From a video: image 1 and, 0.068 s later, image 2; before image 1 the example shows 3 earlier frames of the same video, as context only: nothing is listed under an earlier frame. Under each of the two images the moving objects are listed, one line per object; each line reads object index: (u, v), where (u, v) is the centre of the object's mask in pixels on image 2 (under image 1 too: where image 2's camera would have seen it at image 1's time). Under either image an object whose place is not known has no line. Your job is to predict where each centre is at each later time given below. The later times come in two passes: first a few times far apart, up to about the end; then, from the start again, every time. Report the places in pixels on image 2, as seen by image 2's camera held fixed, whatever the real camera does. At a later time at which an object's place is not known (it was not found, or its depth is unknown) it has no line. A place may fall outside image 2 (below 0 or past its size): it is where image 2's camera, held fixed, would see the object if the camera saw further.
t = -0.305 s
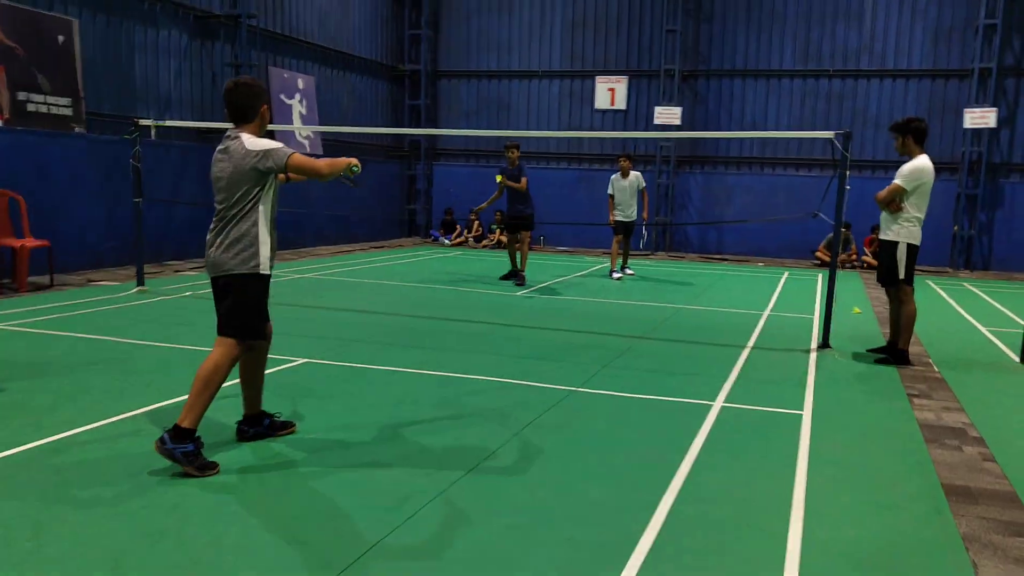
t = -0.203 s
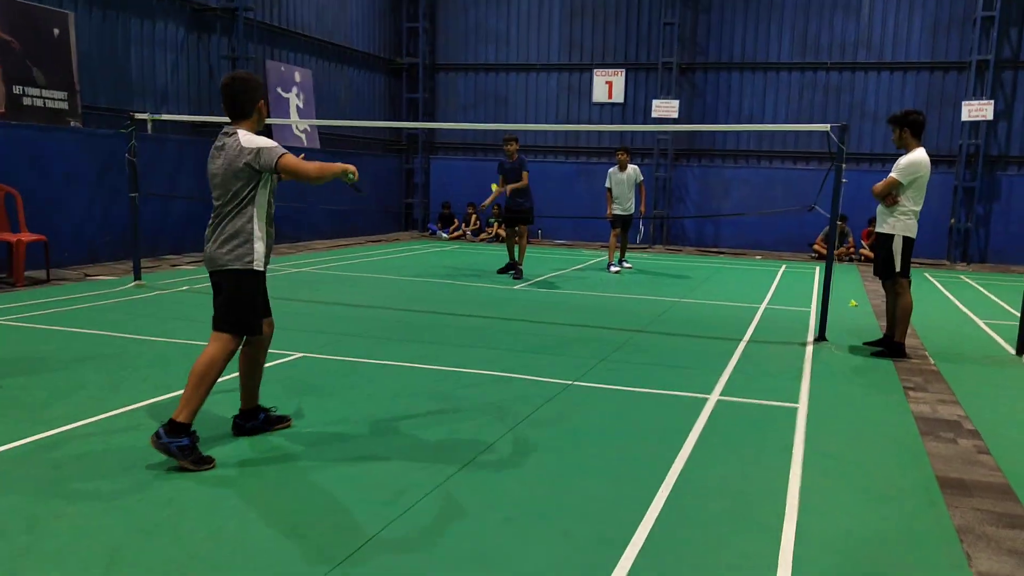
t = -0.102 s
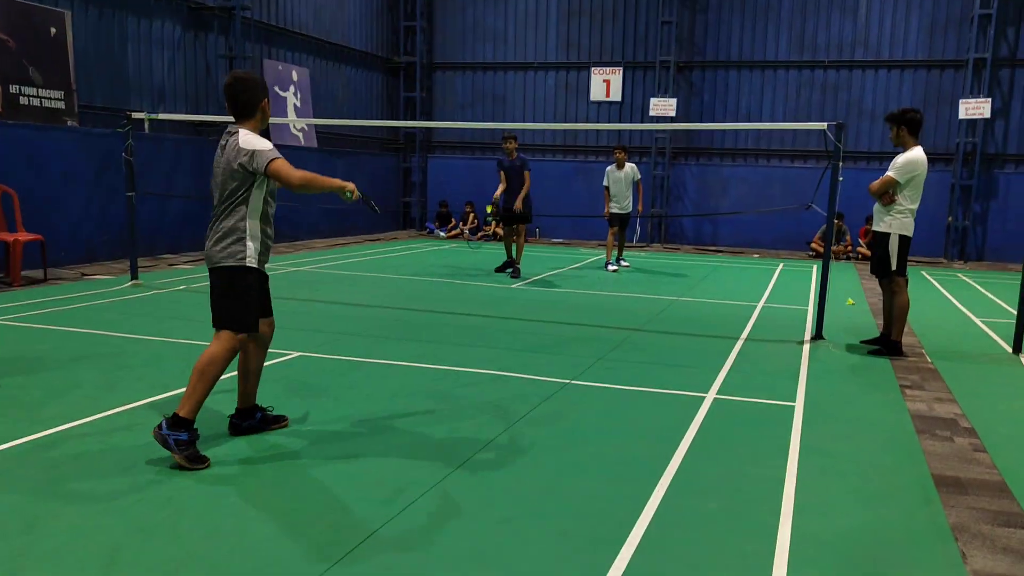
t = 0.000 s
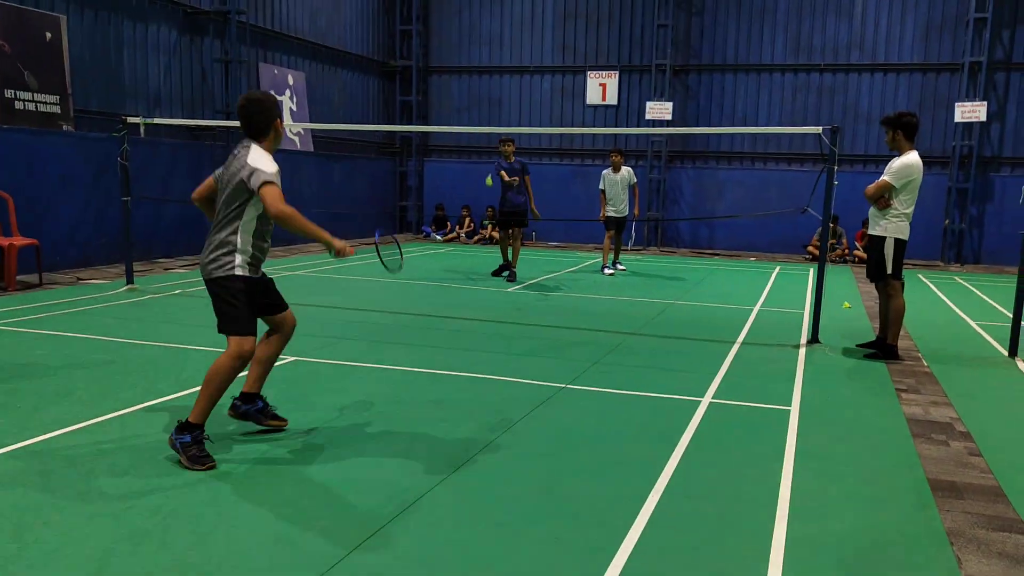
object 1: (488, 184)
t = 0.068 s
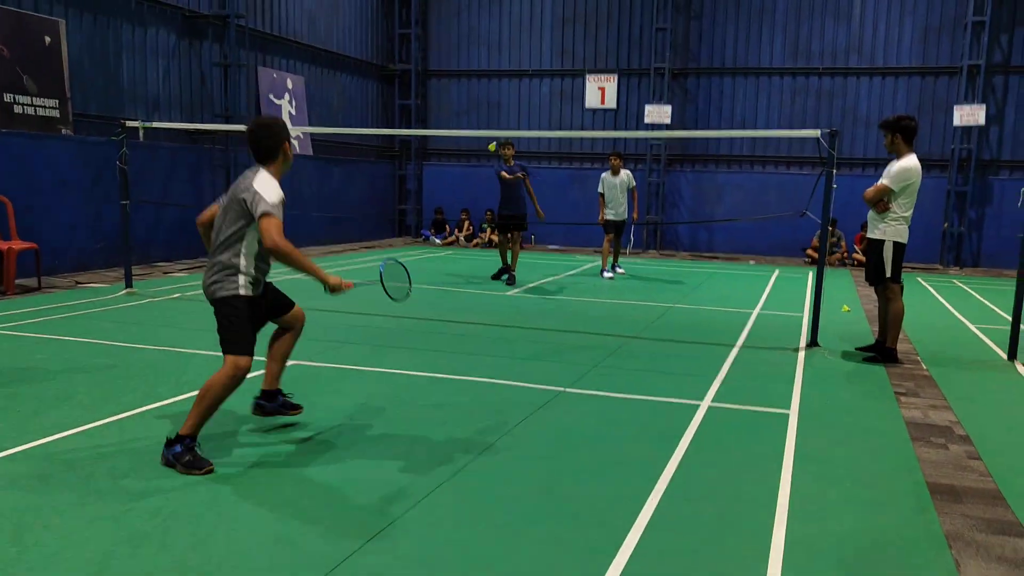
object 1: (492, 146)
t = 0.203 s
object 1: (508, 88)
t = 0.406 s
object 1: (524, 42)
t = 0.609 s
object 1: (544, 57)
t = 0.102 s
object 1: (496, 128)
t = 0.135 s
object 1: (500, 113)
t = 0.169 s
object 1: (504, 100)
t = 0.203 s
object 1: (508, 88)
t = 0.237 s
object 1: (510, 77)
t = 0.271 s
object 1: (513, 67)
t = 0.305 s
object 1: (516, 59)
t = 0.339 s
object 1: (519, 52)
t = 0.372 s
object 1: (521, 46)
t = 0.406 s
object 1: (524, 42)
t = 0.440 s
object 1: (527, 39)
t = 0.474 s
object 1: (530, 38)
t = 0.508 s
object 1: (534, 40)
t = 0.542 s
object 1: (537, 43)
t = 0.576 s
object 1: (540, 49)
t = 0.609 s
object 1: (544, 57)
